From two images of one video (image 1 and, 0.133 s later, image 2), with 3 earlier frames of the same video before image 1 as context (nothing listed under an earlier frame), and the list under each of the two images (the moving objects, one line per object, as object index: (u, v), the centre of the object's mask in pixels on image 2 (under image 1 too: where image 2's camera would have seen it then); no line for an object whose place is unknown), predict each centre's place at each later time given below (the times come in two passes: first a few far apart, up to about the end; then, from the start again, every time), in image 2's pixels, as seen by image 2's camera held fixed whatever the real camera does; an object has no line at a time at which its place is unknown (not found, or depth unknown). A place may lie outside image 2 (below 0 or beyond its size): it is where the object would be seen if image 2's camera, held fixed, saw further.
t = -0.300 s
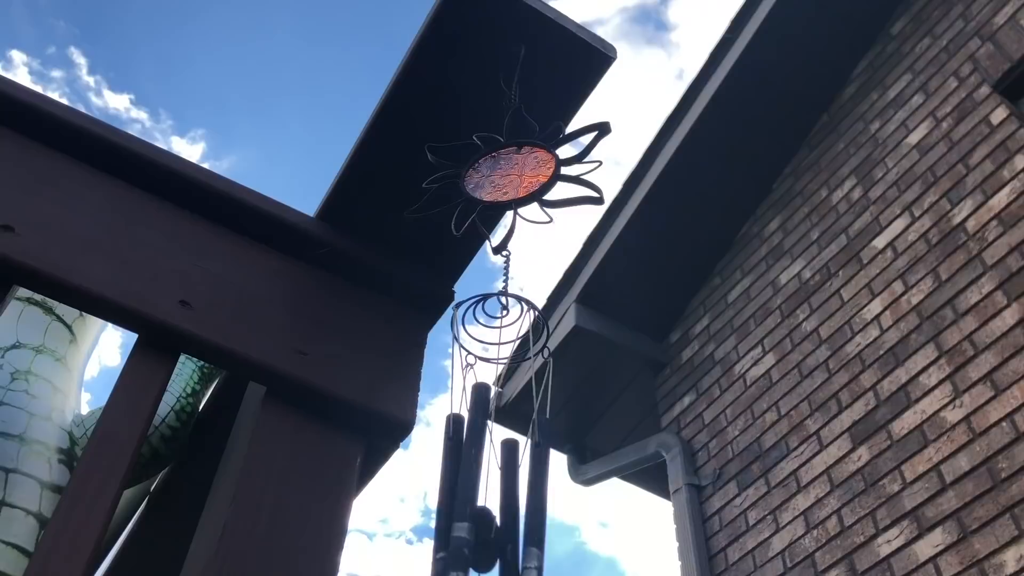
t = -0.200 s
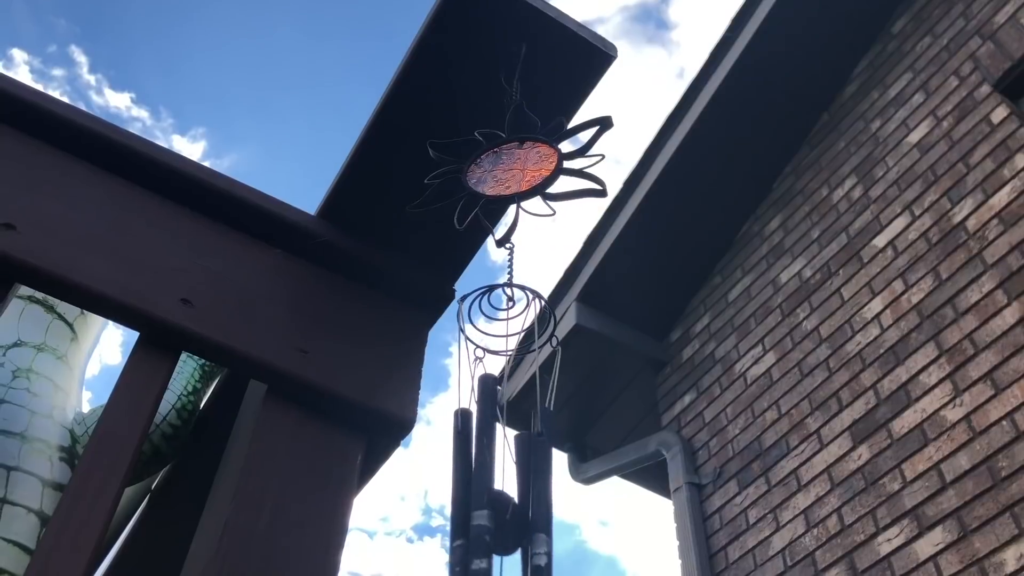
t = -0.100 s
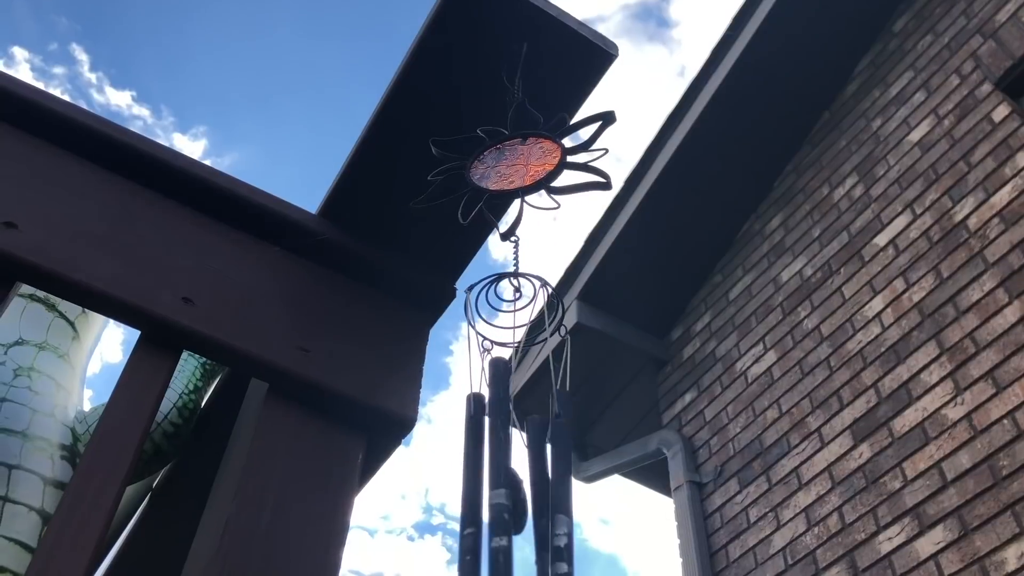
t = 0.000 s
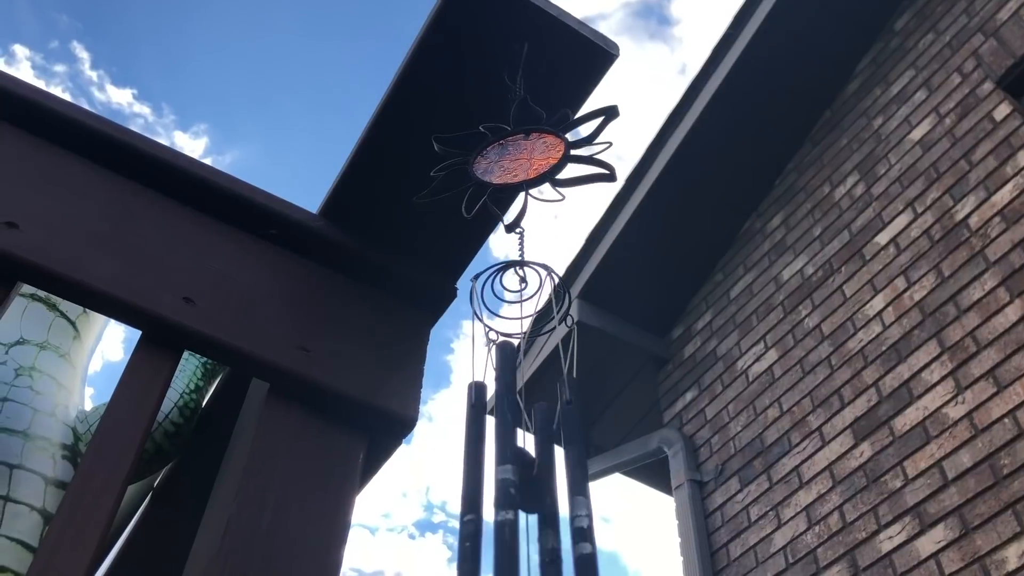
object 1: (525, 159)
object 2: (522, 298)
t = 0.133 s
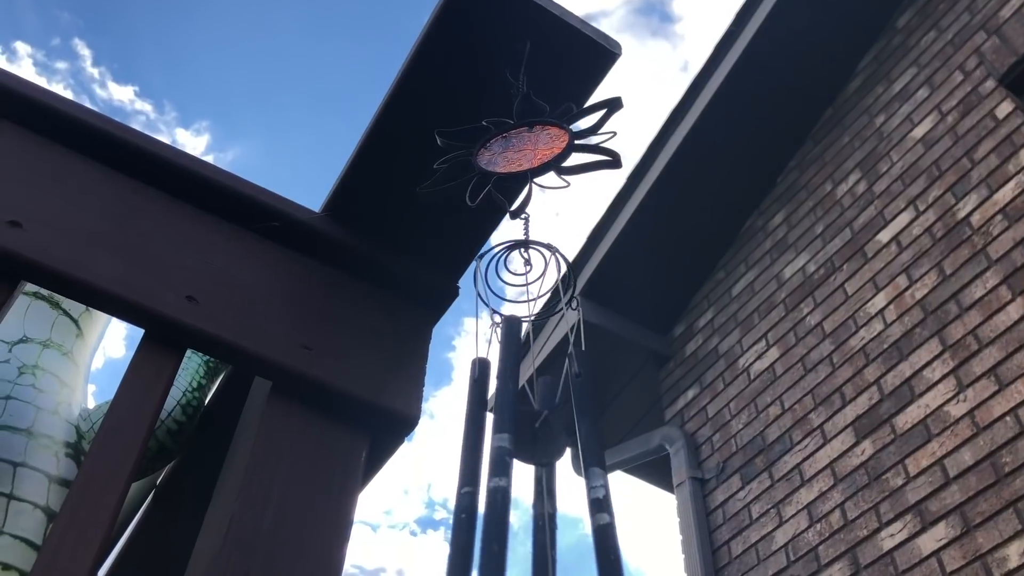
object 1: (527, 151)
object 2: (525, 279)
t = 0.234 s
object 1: (526, 146)
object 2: (522, 268)
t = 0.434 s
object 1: (519, 147)
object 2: (512, 268)
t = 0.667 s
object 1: (519, 160)
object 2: (506, 299)
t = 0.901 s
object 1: (517, 170)
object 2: (502, 319)
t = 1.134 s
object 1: (524, 169)
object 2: (517, 317)
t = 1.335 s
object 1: (527, 162)
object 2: (524, 302)
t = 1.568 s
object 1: (529, 148)
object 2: (527, 271)
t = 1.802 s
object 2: (522, 260)
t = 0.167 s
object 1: (526, 150)
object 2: (525, 274)
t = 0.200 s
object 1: (526, 148)
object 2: (524, 271)
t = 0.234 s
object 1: (526, 146)
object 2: (522, 268)
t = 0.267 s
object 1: (525, 145)
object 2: (520, 266)
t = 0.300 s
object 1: (523, 144)
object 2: (517, 265)
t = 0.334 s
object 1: (522, 143)
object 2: (514, 264)
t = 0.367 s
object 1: (521, 144)
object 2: (513, 264)
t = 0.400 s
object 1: (520, 145)
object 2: (512, 265)
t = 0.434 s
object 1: (519, 147)
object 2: (512, 268)
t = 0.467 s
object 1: (520, 148)
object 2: (510, 271)
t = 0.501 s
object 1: (521, 150)
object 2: (509, 276)
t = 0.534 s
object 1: (521, 152)
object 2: (508, 281)
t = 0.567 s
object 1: (521, 154)
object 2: (508, 286)
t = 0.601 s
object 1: (521, 156)
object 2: (508, 290)
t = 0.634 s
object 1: (520, 158)
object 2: (507, 295)
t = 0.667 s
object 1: (519, 160)
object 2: (506, 299)
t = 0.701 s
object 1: (518, 162)
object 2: (504, 303)
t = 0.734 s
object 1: (517, 164)
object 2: (502, 307)
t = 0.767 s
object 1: (518, 163)
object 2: (500, 310)
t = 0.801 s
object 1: (516, 167)
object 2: (499, 313)
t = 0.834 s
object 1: (516, 168)
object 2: (500, 316)
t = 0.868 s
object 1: (516, 169)
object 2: (501, 318)
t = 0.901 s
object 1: (517, 170)
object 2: (502, 319)
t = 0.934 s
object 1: (519, 169)
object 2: (504, 321)
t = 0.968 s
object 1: (519, 172)
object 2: (506, 321)
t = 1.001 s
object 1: (521, 172)
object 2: (509, 321)
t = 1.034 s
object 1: (522, 171)
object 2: (511, 321)
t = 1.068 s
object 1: (523, 171)
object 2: (513, 320)
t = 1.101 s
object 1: (524, 170)
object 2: (515, 318)
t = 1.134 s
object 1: (524, 169)
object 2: (517, 317)
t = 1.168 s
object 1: (524, 169)
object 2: (519, 315)
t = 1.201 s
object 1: (525, 168)
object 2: (520, 312)
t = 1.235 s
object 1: (525, 167)
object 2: (521, 310)
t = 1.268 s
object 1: (526, 165)
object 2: (523, 308)
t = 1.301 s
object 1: (526, 164)
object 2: (523, 305)
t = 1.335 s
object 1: (527, 162)
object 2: (524, 302)
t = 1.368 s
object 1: (527, 160)
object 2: (525, 298)
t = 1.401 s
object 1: (527, 158)
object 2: (526, 294)
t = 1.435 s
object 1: (528, 156)
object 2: (527, 289)
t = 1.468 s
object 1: (529, 154)
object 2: (528, 284)
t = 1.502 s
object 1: (529, 152)
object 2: (528, 279)
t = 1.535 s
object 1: (530, 148)
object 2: (527, 275)
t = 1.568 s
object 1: (529, 148)
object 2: (527, 271)
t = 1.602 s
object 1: (528, 146)
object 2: (525, 267)
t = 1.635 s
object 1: (527, 145)
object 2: (524, 264)
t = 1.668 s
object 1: (526, 144)
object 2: (523, 261)
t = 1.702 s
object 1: (525, 144)
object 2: (523, 259)
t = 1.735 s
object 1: (525, 144)
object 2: (522, 258)
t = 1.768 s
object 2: (522, 259)
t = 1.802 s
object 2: (522, 260)
